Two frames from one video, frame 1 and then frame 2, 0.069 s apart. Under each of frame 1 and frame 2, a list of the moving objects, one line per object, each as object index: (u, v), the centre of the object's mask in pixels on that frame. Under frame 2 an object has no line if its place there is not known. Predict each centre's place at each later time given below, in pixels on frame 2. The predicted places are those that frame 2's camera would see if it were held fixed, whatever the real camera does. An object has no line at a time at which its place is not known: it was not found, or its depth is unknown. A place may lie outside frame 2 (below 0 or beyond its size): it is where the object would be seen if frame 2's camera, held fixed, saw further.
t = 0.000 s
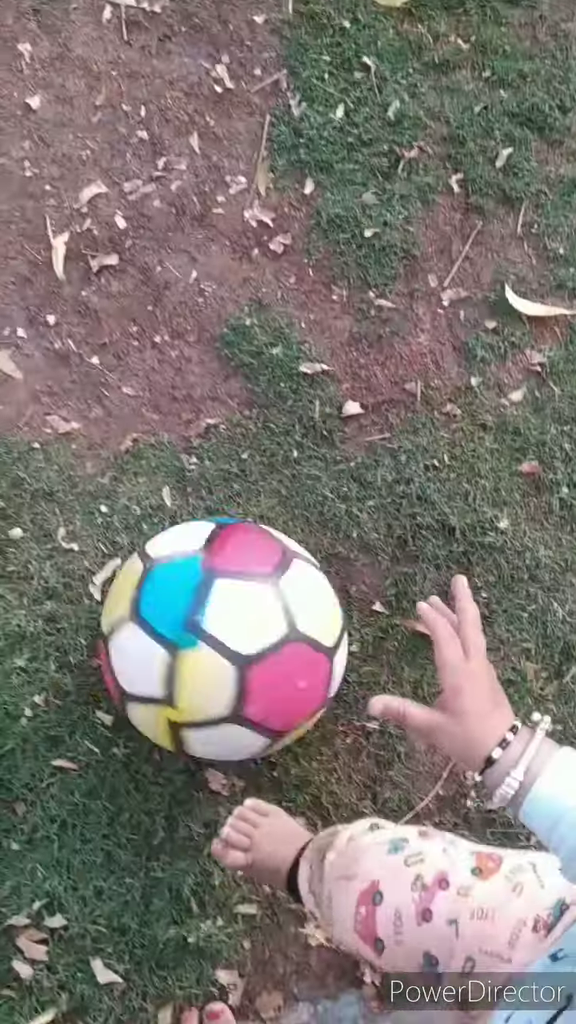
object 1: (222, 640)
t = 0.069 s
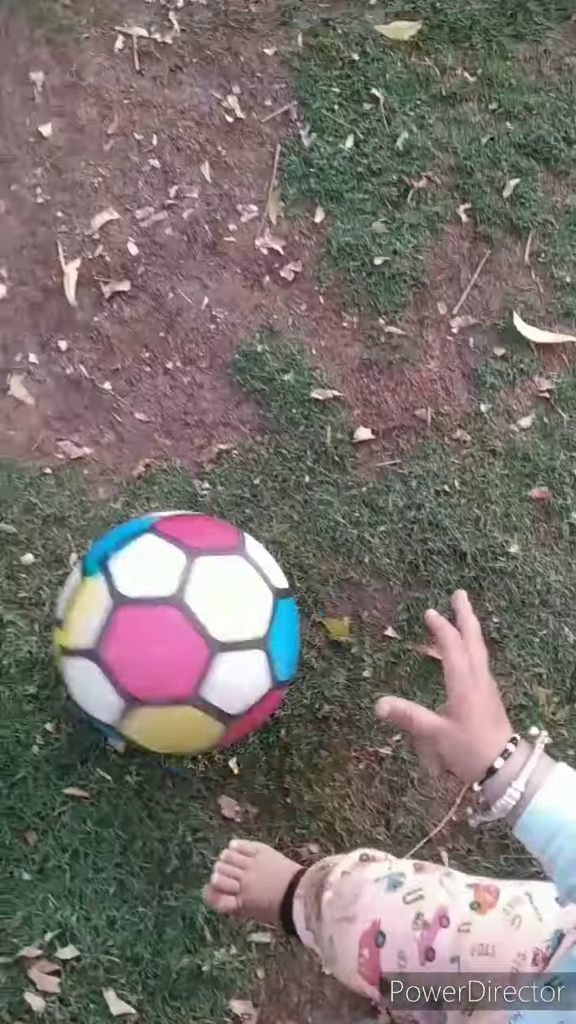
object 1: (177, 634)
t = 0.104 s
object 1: (151, 616)
